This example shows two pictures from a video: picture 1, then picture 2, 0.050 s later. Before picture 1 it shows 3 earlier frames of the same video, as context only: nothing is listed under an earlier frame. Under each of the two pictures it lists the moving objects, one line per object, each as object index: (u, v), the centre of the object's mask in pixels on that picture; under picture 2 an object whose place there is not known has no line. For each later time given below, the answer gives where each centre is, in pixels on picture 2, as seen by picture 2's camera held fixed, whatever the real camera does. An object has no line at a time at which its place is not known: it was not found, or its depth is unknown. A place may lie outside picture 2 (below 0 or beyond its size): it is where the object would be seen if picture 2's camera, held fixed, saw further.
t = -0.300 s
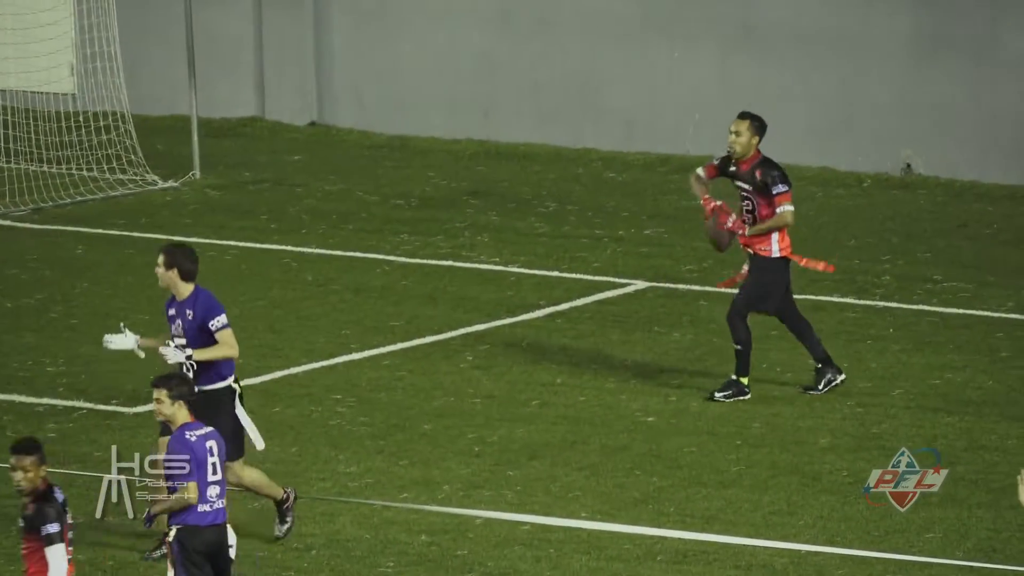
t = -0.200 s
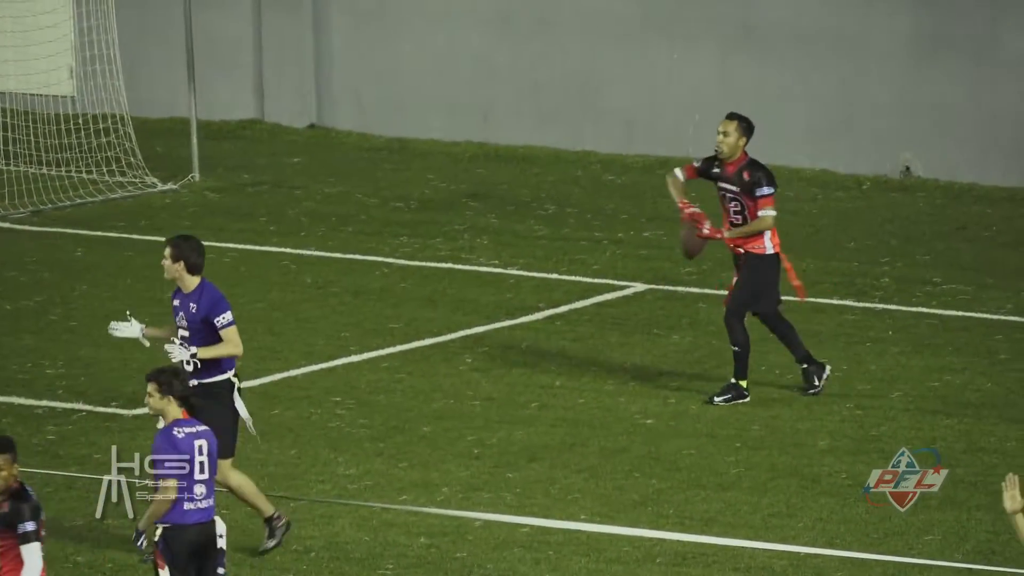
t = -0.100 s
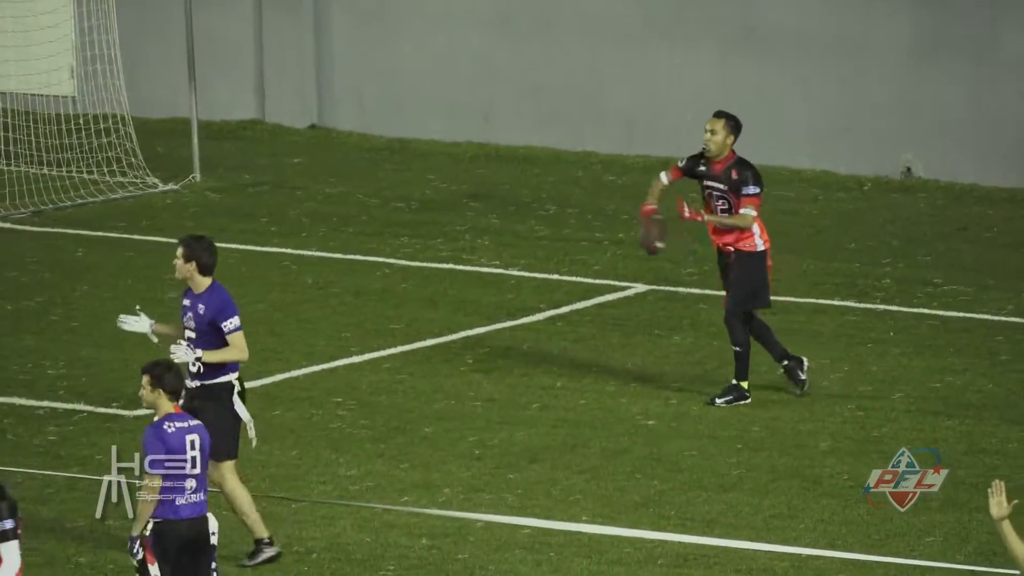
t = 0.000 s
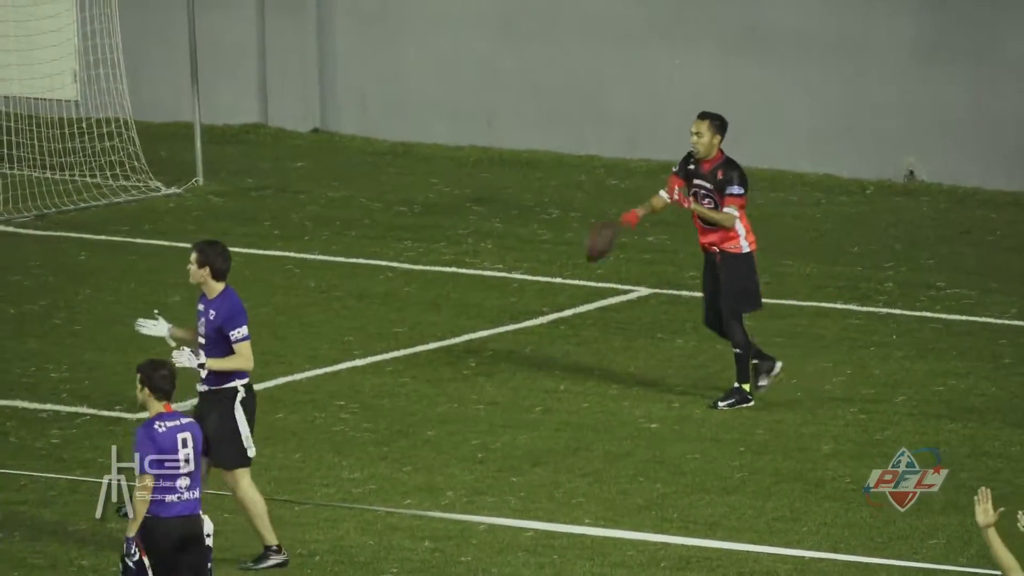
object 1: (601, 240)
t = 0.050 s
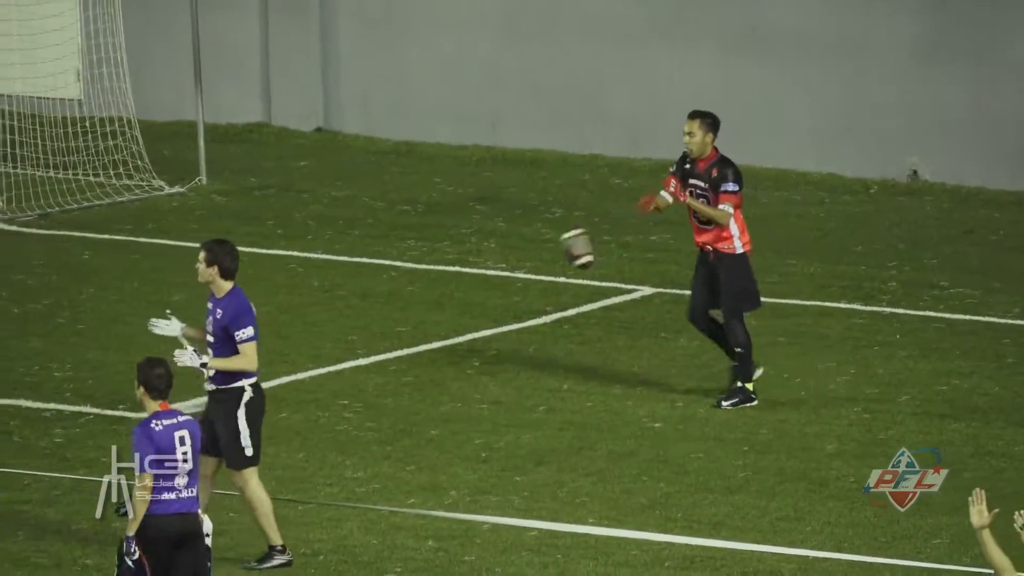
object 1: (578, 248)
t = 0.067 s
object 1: (568, 251)
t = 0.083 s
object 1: (559, 254)
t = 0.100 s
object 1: (553, 258)
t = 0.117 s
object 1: (545, 263)
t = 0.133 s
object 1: (537, 270)
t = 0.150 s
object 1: (527, 276)
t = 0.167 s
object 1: (518, 283)
